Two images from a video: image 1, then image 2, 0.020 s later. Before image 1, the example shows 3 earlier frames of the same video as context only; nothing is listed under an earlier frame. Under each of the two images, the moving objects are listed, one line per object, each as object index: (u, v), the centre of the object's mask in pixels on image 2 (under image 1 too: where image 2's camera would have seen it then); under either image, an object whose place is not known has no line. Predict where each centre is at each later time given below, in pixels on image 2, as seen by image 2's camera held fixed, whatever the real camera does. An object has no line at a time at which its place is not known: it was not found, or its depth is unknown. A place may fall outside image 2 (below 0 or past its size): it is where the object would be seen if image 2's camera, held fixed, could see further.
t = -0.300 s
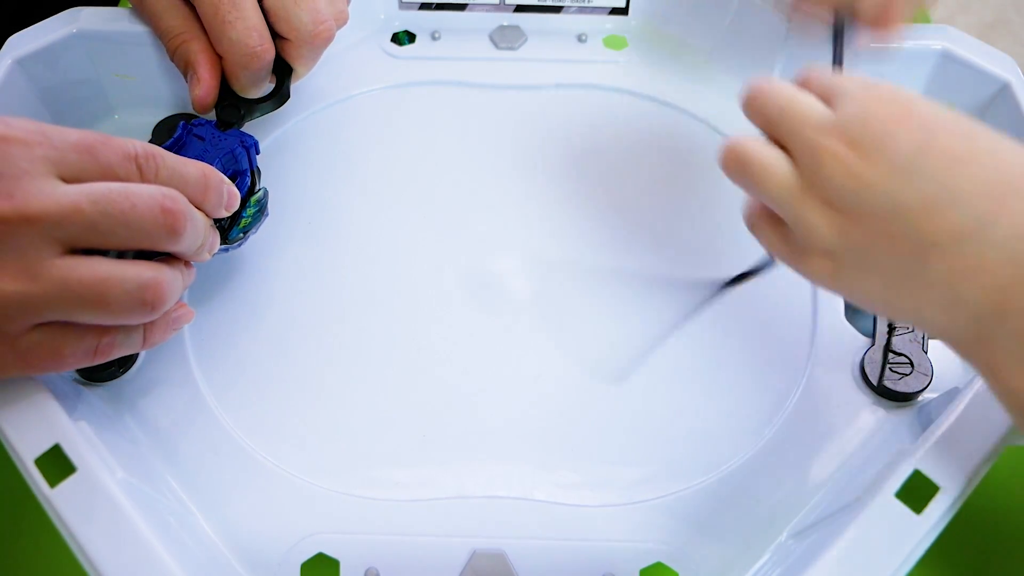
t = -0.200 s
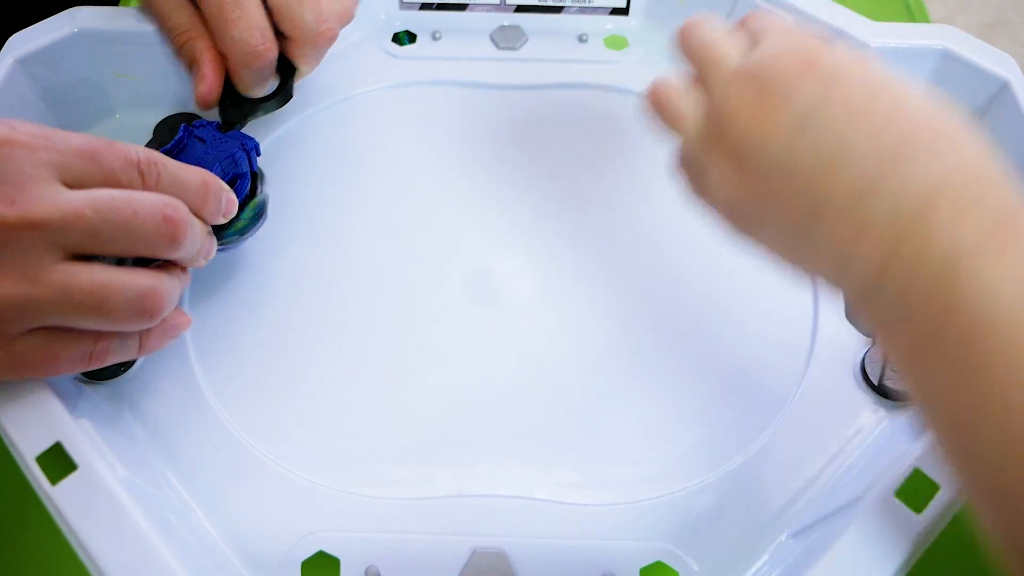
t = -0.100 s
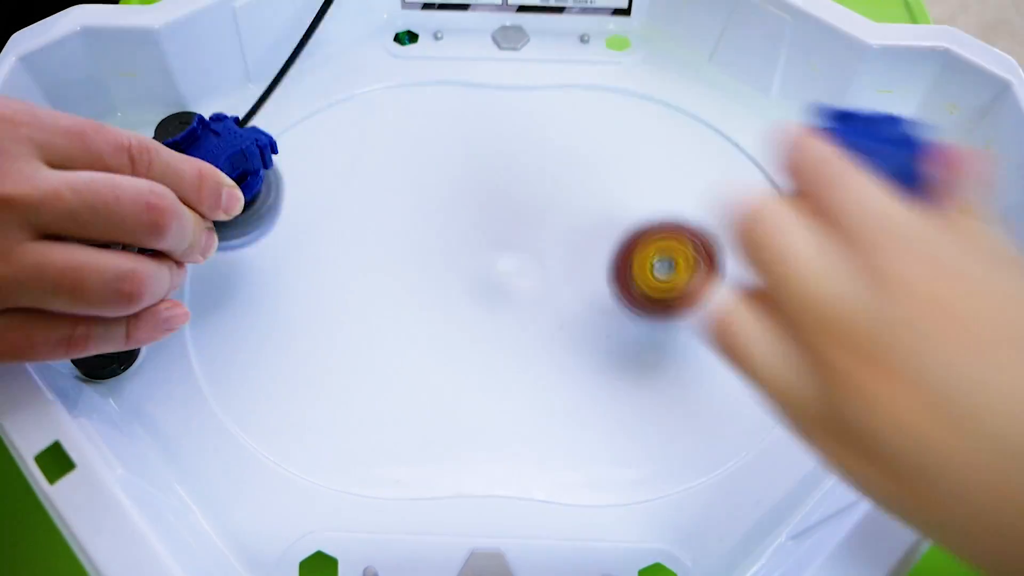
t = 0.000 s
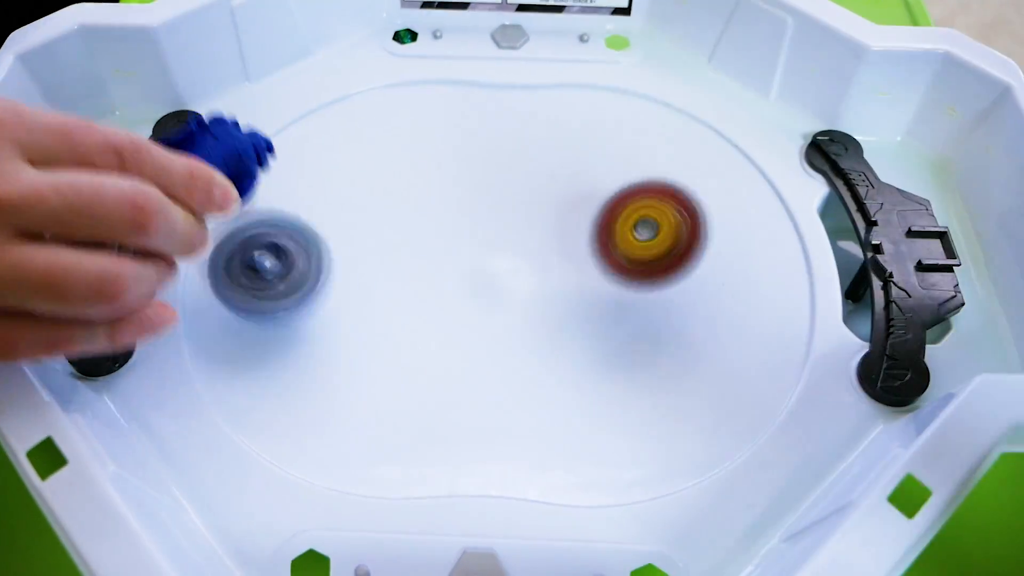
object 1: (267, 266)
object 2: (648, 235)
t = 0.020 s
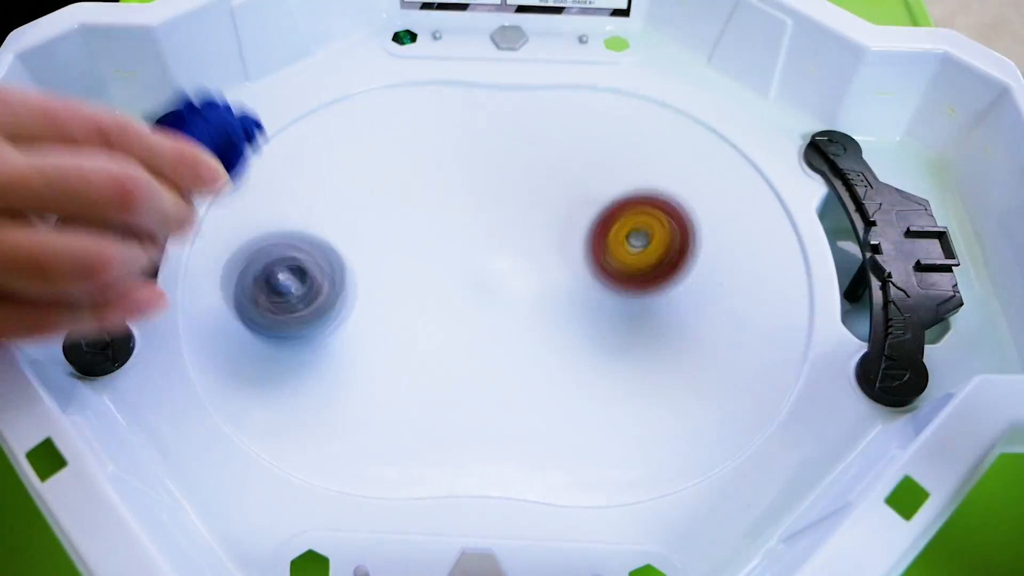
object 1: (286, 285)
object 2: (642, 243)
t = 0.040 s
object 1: (312, 307)
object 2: (638, 252)
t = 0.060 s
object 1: (342, 317)
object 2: (645, 250)
